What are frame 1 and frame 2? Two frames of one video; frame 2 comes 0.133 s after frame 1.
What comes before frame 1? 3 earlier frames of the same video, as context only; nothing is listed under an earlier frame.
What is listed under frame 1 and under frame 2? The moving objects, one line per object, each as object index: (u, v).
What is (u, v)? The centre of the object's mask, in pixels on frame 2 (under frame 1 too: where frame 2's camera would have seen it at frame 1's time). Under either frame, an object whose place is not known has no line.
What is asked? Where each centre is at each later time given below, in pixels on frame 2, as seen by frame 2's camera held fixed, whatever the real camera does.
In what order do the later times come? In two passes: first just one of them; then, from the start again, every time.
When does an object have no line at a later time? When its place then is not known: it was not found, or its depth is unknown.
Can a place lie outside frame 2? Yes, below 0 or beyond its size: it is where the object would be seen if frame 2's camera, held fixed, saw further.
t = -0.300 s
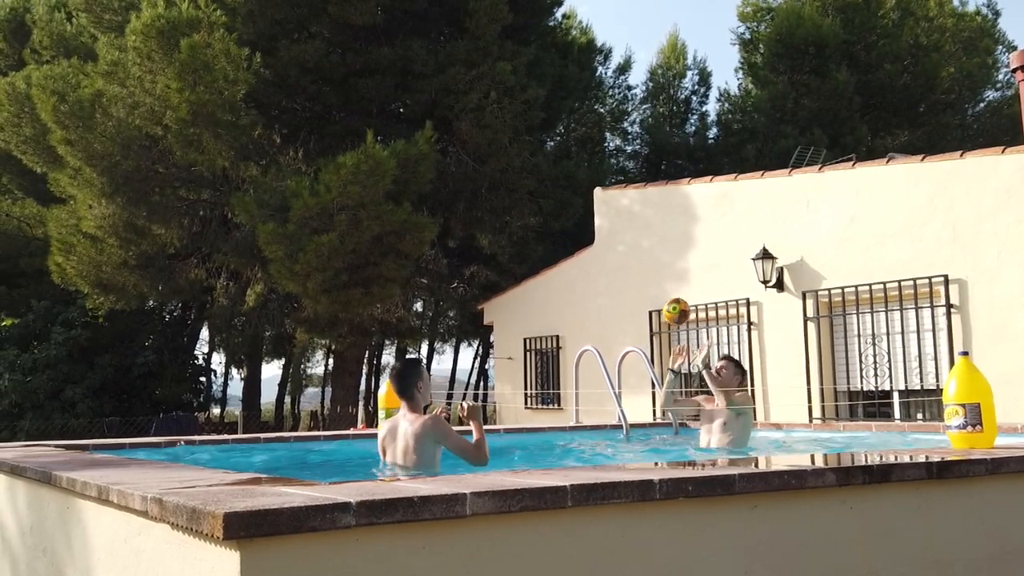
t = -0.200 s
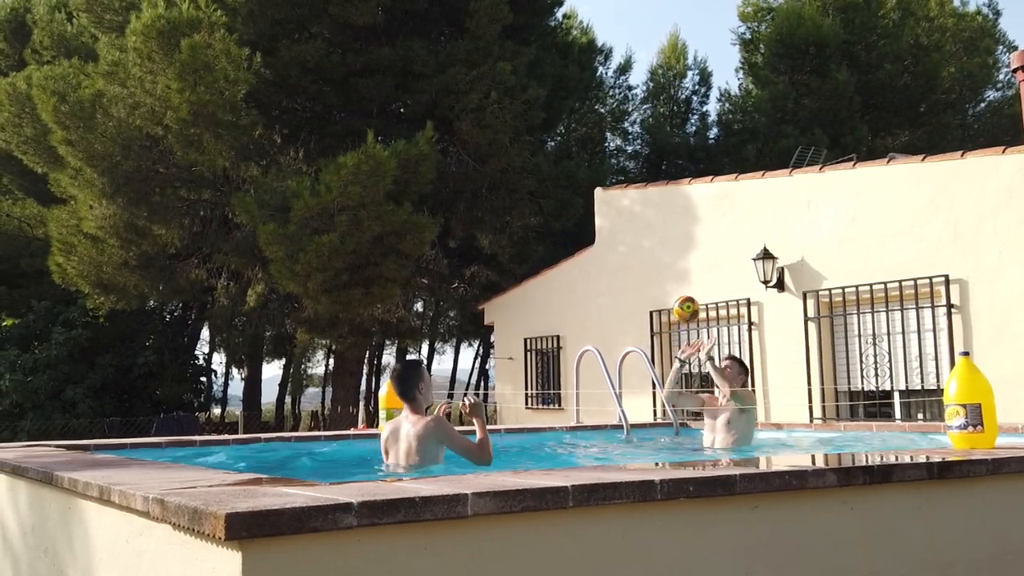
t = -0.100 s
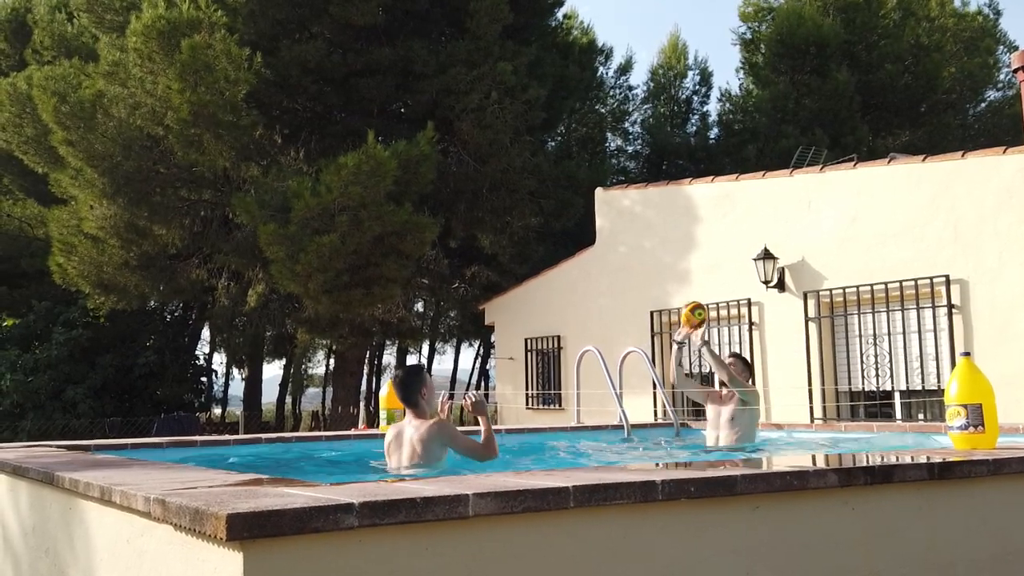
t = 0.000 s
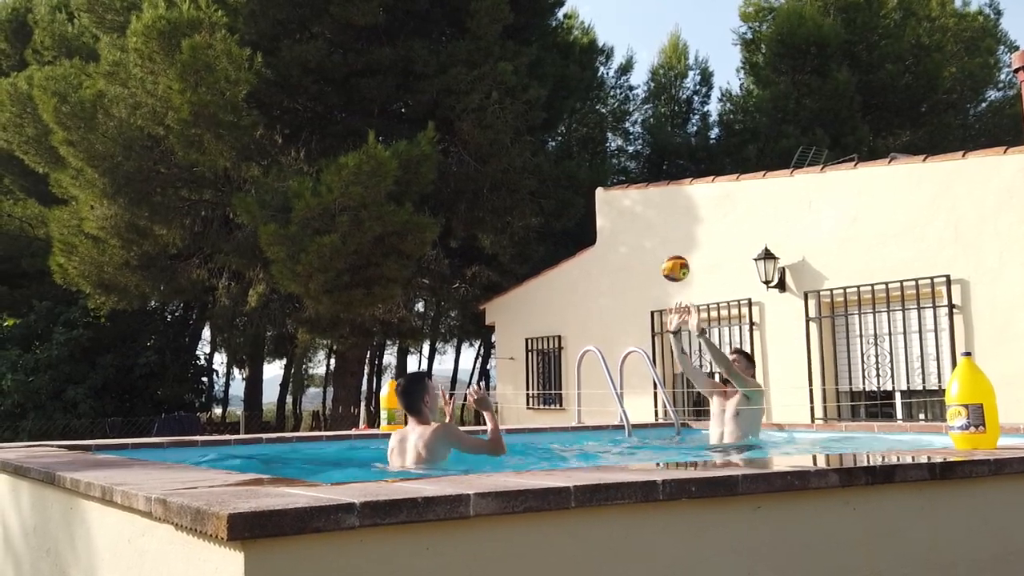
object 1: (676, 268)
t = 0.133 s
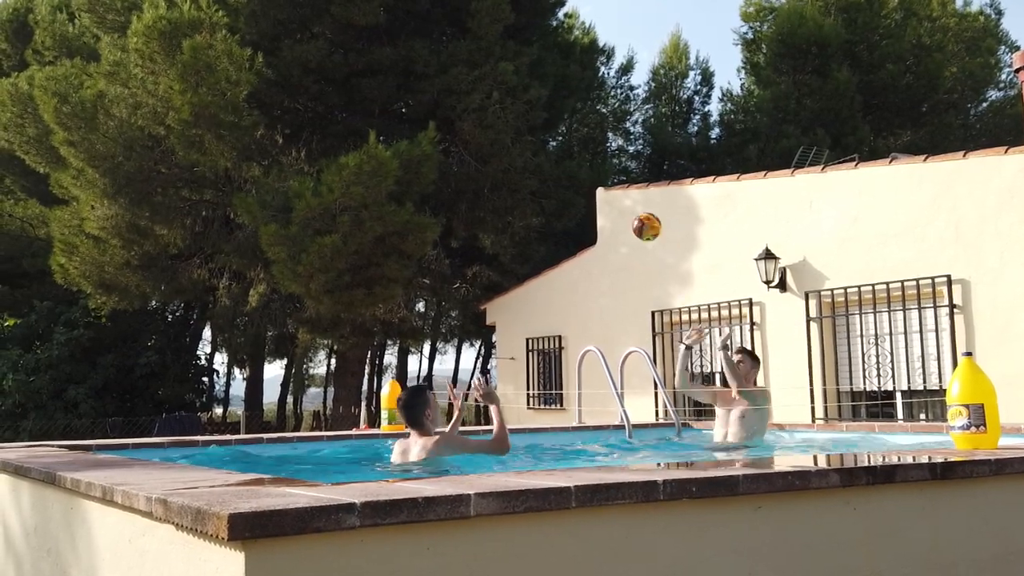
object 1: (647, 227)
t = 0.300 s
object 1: (609, 213)
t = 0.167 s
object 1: (639, 220)
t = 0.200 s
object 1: (632, 216)
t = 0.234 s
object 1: (624, 213)
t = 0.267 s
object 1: (617, 212)
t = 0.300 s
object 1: (609, 213)
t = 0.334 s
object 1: (601, 216)
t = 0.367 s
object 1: (593, 221)
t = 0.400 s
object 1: (585, 228)
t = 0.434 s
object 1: (578, 237)
